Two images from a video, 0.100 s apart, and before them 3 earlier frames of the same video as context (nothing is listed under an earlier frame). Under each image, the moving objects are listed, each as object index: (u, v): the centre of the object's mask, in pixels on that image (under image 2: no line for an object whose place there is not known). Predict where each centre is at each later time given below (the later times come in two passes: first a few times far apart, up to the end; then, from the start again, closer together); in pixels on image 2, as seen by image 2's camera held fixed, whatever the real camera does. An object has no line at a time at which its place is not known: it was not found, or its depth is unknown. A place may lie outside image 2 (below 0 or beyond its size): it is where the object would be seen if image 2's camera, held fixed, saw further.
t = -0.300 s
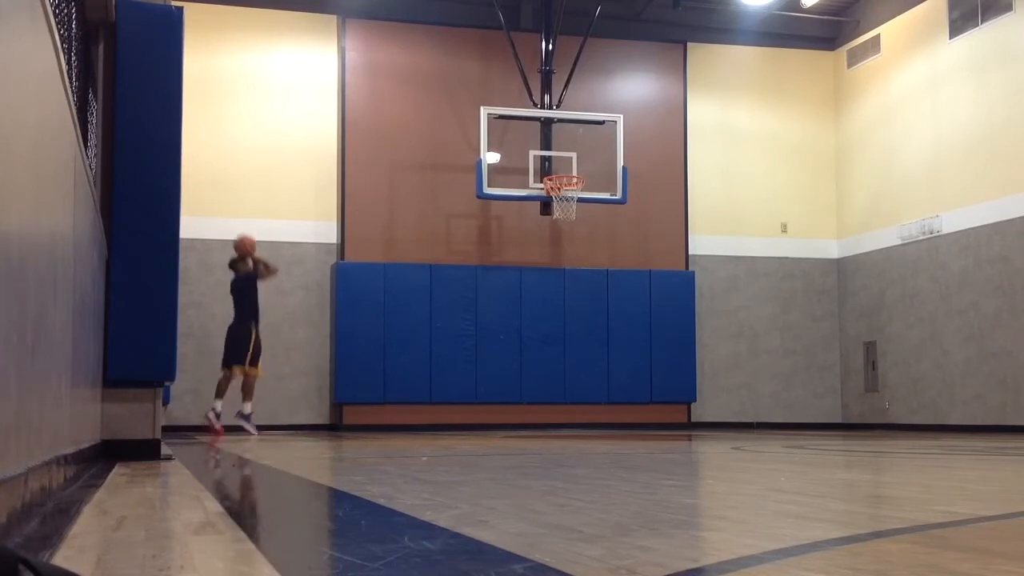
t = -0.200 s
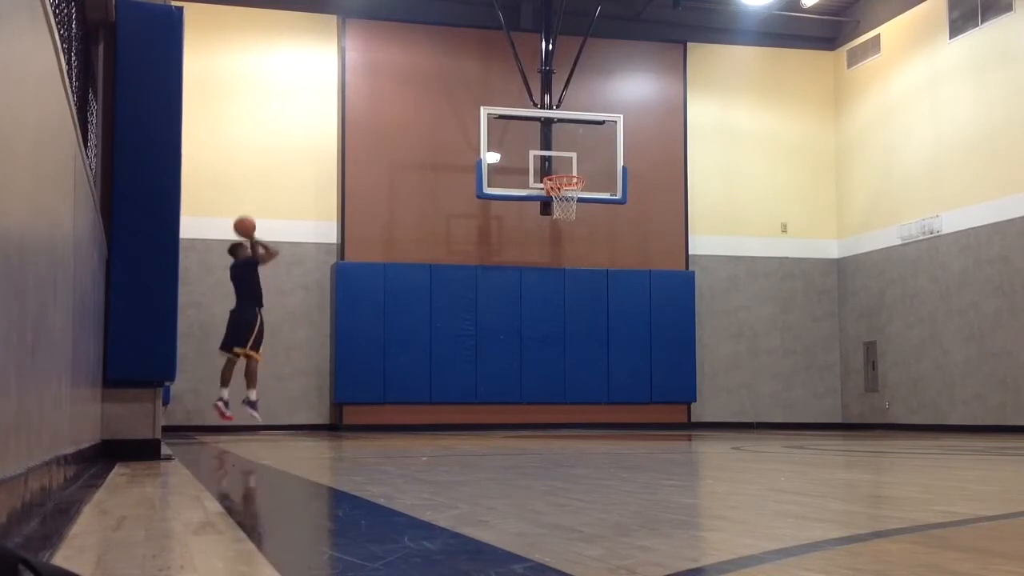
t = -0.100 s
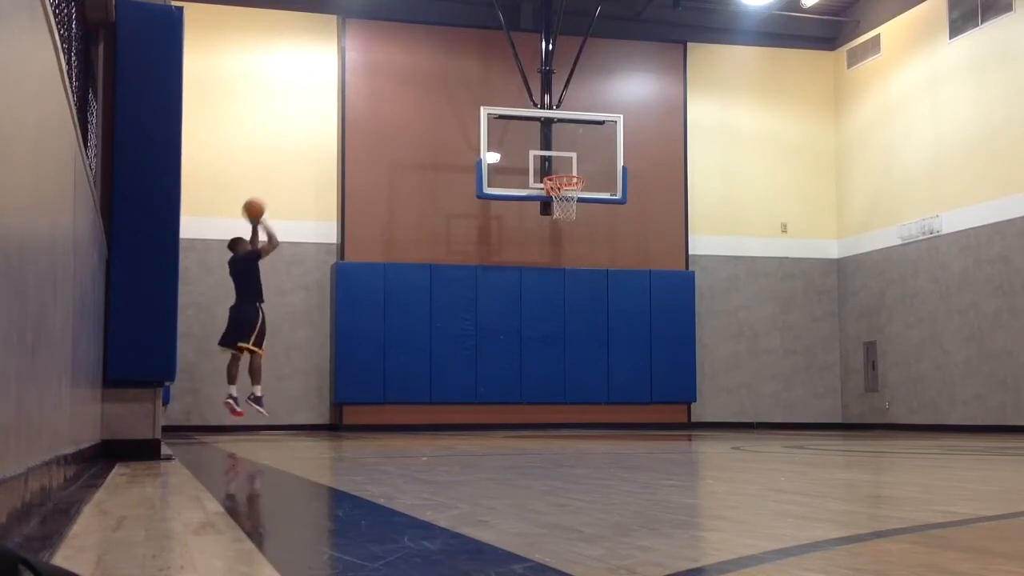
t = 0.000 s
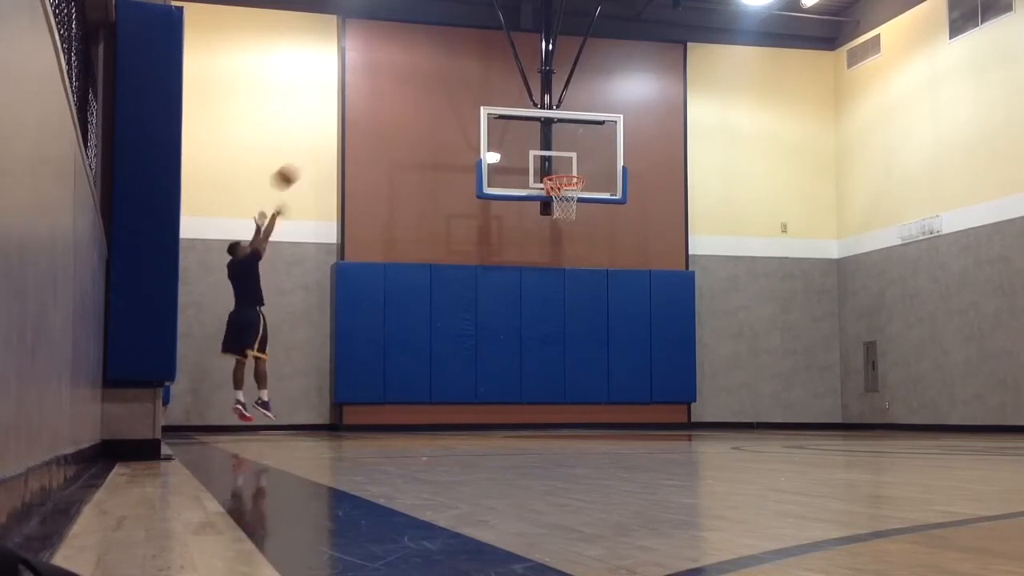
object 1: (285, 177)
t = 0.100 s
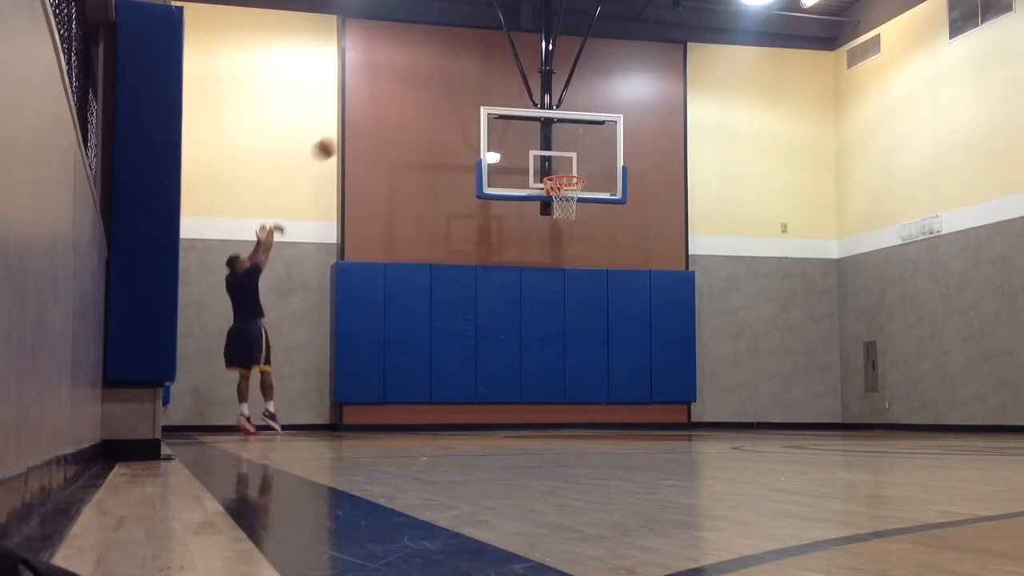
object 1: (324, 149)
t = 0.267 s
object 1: (388, 121)
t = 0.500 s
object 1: (470, 121)
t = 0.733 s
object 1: (548, 166)
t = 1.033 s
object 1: (559, 257)
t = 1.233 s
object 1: (551, 360)
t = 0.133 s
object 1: (338, 141)
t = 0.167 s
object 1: (351, 134)
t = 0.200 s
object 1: (364, 128)
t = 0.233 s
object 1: (376, 124)
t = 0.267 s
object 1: (388, 121)
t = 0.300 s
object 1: (400, 118)
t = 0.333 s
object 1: (412, 116)
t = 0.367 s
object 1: (424, 116)
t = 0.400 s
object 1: (436, 116)
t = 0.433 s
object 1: (448, 116)
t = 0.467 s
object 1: (459, 119)
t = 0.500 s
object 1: (470, 121)
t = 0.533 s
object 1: (483, 127)
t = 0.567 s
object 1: (497, 133)
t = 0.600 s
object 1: (508, 137)
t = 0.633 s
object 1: (519, 143)
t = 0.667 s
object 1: (529, 150)
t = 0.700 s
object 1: (542, 158)
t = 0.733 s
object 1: (548, 166)
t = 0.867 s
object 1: (570, 206)
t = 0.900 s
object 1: (567, 217)
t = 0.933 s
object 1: (565, 224)
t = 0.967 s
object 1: (563, 237)
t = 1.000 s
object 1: (562, 246)
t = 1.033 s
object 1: (559, 257)
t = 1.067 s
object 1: (559, 271)
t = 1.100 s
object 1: (557, 288)
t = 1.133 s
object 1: (555, 304)
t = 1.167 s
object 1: (553, 322)
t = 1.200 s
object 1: (552, 340)
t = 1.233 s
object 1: (551, 360)
